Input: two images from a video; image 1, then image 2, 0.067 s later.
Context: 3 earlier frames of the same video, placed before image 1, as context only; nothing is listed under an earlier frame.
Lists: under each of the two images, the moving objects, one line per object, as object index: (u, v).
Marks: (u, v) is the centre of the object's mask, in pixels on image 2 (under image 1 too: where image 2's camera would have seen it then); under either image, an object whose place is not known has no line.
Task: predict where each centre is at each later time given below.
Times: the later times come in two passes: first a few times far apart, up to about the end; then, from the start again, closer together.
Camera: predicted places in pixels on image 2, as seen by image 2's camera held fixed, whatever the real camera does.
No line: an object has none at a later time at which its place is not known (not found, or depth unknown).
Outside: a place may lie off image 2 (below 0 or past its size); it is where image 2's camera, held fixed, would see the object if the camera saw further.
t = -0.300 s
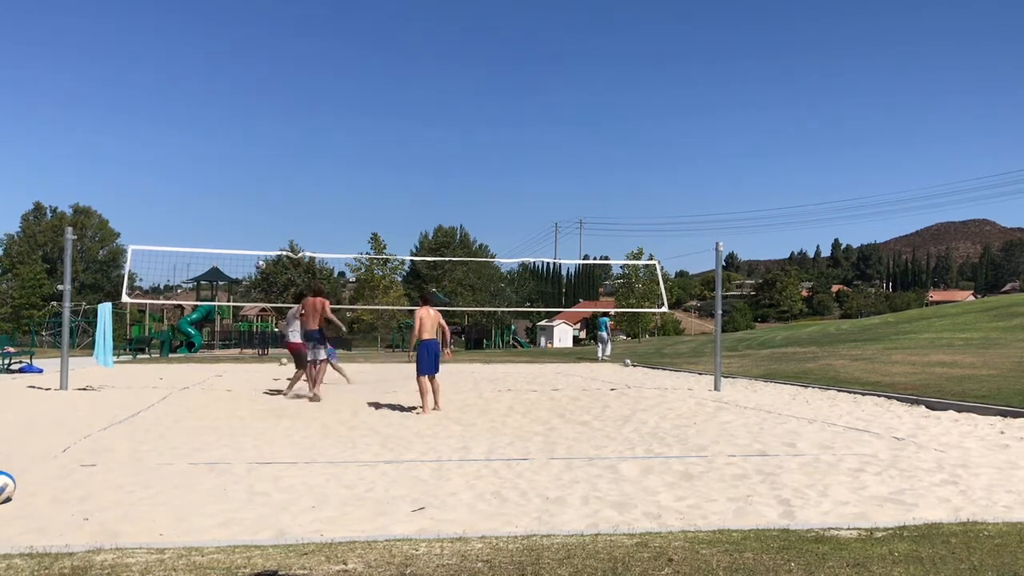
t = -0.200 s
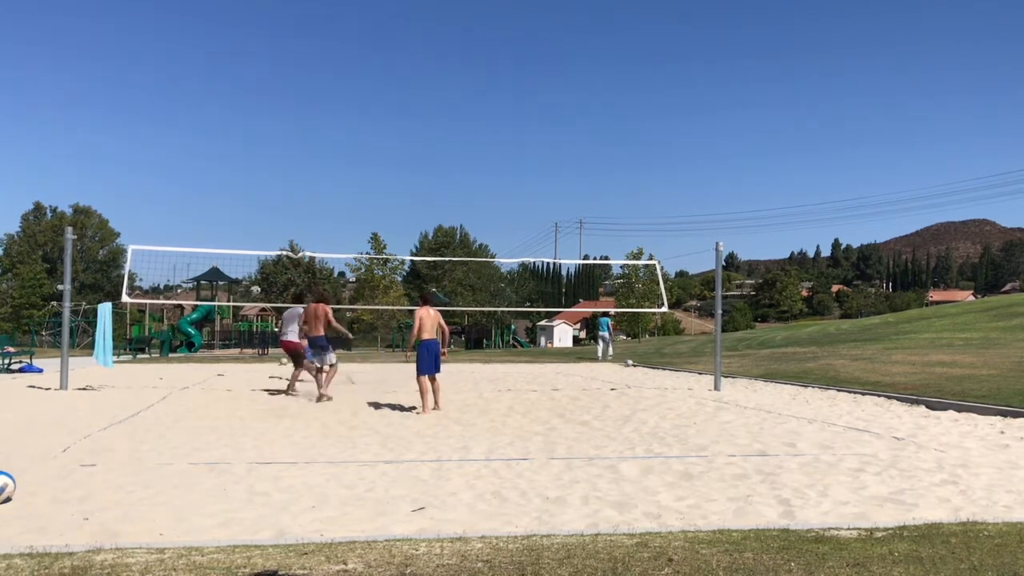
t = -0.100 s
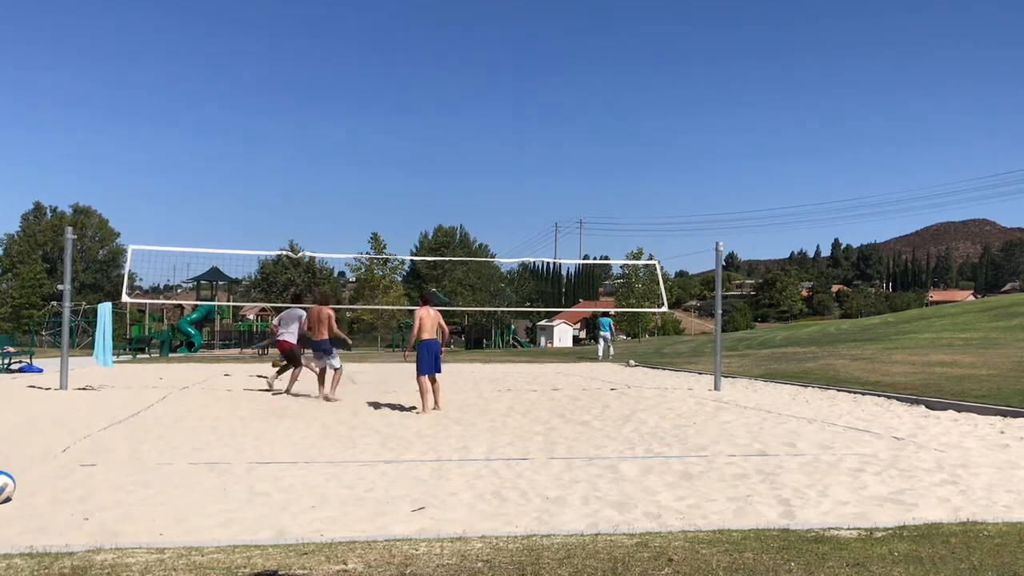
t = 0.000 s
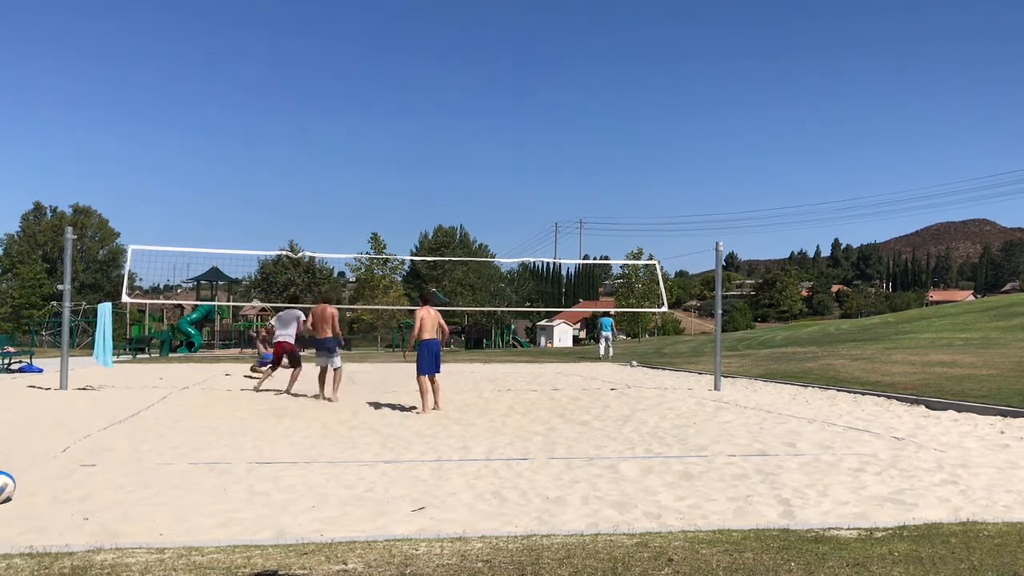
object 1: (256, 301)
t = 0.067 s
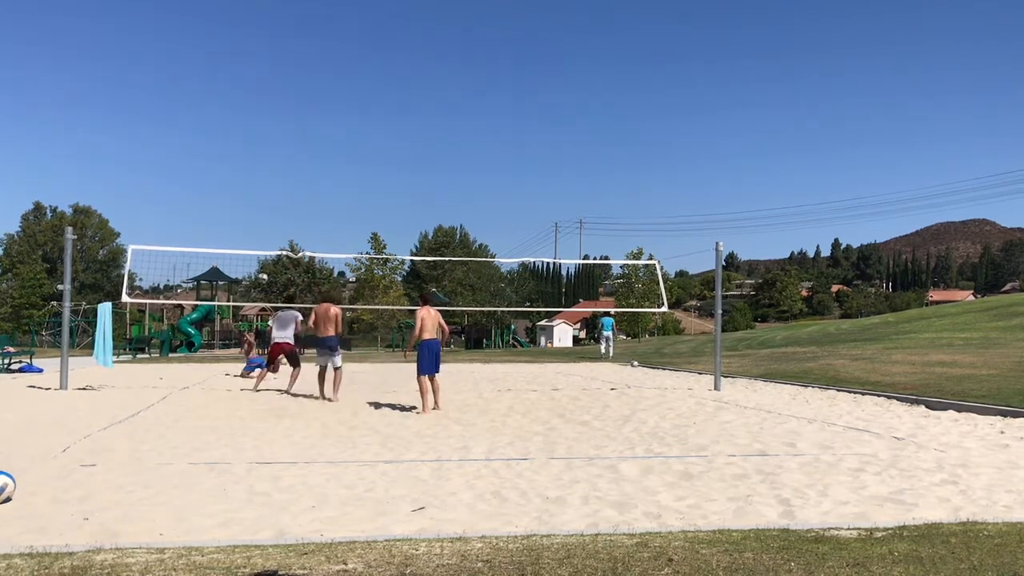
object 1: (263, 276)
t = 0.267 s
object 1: (288, 210)
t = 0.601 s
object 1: (336, 132)
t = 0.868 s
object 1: (380, 105)
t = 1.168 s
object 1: (435, 123)
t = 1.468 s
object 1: (496, 202)
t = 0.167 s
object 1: (274, 242)
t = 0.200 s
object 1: (279, 231)
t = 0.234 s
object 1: (283, 220)
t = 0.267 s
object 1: (288, 210)
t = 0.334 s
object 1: (297, 190)
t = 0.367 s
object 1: (301, 182)
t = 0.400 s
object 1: (306, 173)
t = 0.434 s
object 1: (311, 165)
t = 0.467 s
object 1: (316, 157)
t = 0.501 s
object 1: (321, 150)
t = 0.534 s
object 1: (326, 143)
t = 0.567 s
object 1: (331, 138)
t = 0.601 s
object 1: (336, 132)
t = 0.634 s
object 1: (341, 126)
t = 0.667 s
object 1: (347, 122)
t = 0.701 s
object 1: (352, 118)
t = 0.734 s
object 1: (358, 114)
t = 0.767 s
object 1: (363, 111)
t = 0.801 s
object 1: (369, 109)
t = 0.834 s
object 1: (375, 107)
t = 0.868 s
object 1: (380, 105)
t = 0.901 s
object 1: (386, 105)
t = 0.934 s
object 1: (392, 105)
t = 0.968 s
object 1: (398, 105)
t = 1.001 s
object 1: (404, 106)
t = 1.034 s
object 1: (410, 108)
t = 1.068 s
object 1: (416, 111)
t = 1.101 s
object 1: (422, 114)
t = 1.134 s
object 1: (429, 119)
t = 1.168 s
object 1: (435, 123)
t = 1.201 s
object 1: (441, 128)
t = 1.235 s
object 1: (448, 135)
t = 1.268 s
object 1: (454, 142)
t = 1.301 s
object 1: (462, 150)
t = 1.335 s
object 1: (468, 159)
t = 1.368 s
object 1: (475, 168)
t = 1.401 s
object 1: (482, 179)
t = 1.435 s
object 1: (489, 190)
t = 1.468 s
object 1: (496, 202)
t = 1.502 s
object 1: (503, 214)
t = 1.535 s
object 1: (510, 228)
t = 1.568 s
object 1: (517, 243)
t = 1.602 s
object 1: (524, 260)
